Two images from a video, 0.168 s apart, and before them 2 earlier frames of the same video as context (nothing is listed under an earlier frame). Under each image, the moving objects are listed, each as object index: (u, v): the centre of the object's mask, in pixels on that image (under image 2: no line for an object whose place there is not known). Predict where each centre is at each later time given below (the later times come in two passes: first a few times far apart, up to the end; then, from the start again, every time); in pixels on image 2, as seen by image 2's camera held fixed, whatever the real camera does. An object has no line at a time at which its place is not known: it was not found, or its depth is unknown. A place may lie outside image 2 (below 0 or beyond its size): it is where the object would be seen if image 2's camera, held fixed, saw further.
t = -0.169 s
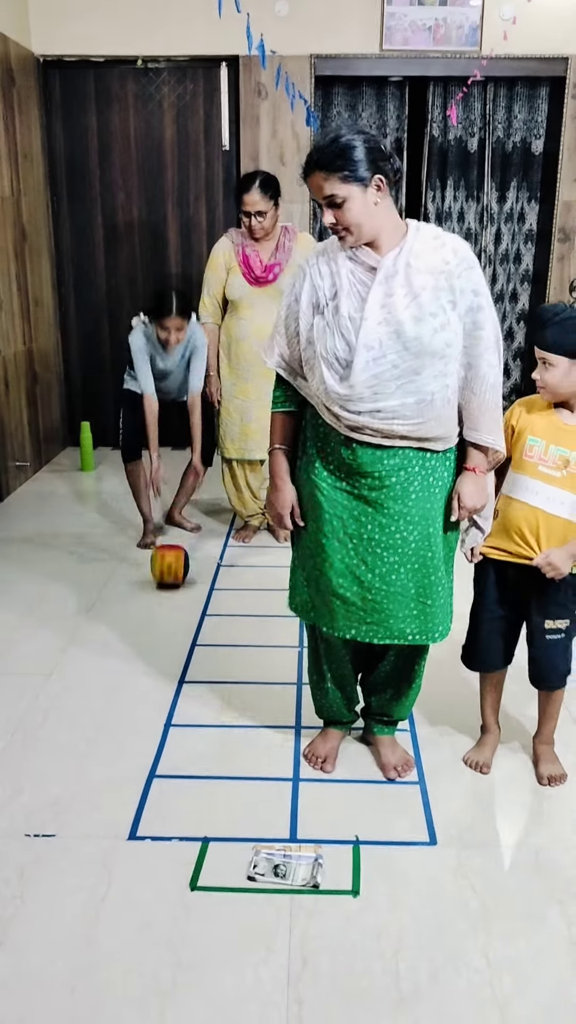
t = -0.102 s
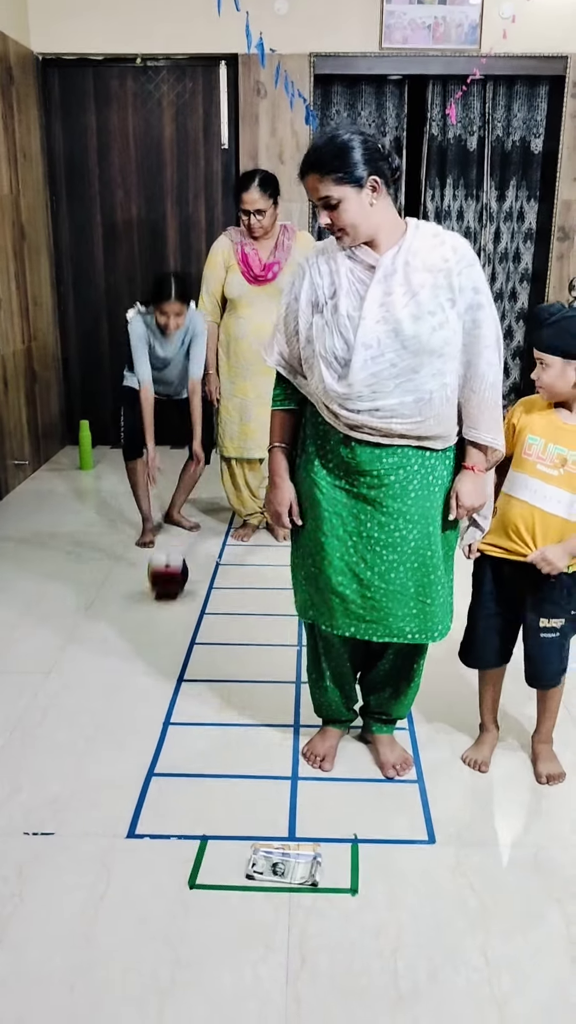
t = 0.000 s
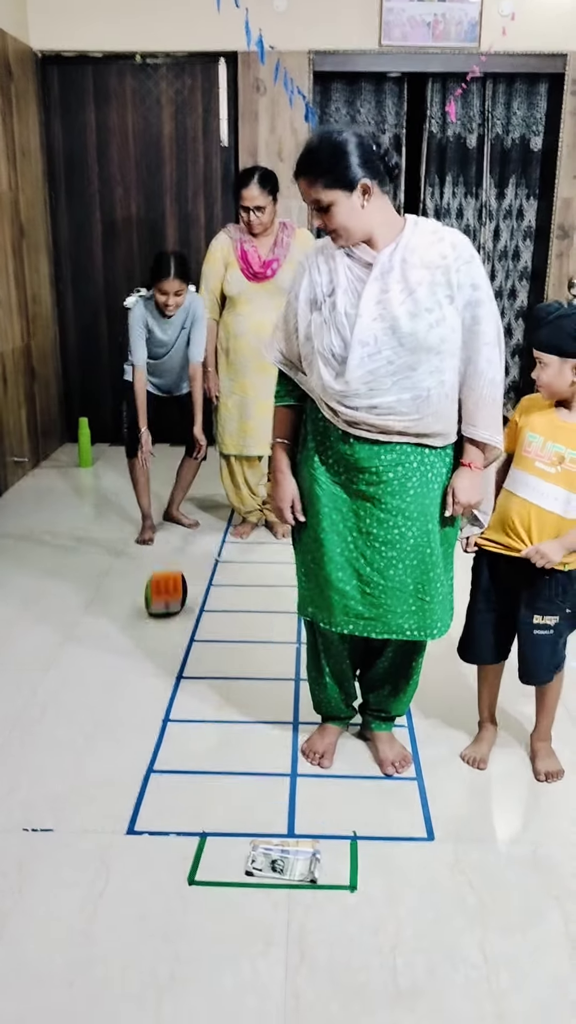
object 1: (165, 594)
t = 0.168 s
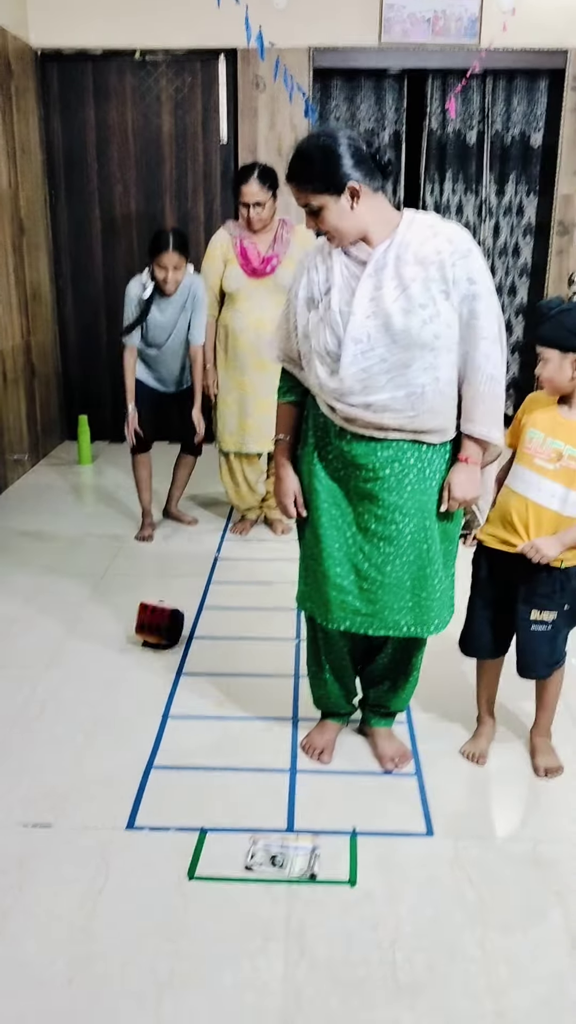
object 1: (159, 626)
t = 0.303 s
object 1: (149, 651)
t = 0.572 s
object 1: (126, 702)
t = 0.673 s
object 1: (120, 721)
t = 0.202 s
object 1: (157, 628)
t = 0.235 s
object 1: (154, 634)
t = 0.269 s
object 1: (152, 643)
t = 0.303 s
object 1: (149, 651)
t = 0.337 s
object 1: (146, 654)
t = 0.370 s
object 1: (143, 658)
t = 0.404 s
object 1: (140, 664)
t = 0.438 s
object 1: (136, 676)
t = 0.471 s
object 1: (134, 685)
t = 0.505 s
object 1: (131, 690)
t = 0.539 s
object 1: (128, 693)
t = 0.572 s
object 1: (126, 702)
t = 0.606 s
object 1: (124, 712)
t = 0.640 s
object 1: (124, 714)
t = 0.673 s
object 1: (120, 721)
